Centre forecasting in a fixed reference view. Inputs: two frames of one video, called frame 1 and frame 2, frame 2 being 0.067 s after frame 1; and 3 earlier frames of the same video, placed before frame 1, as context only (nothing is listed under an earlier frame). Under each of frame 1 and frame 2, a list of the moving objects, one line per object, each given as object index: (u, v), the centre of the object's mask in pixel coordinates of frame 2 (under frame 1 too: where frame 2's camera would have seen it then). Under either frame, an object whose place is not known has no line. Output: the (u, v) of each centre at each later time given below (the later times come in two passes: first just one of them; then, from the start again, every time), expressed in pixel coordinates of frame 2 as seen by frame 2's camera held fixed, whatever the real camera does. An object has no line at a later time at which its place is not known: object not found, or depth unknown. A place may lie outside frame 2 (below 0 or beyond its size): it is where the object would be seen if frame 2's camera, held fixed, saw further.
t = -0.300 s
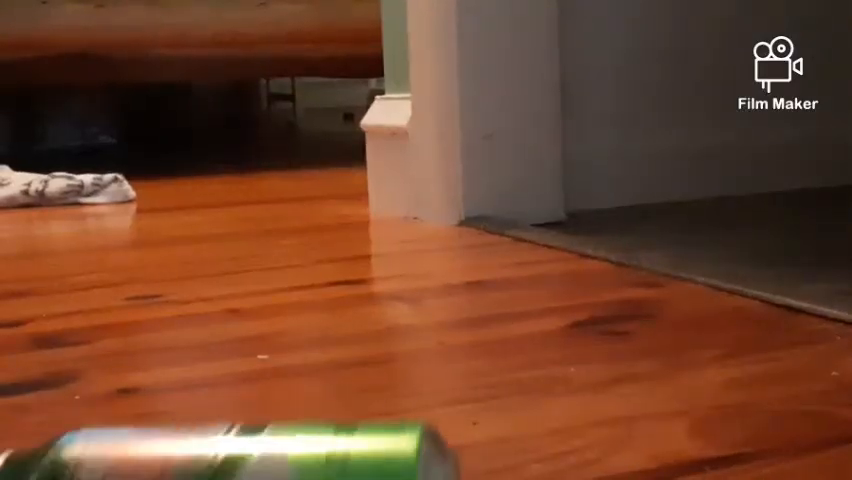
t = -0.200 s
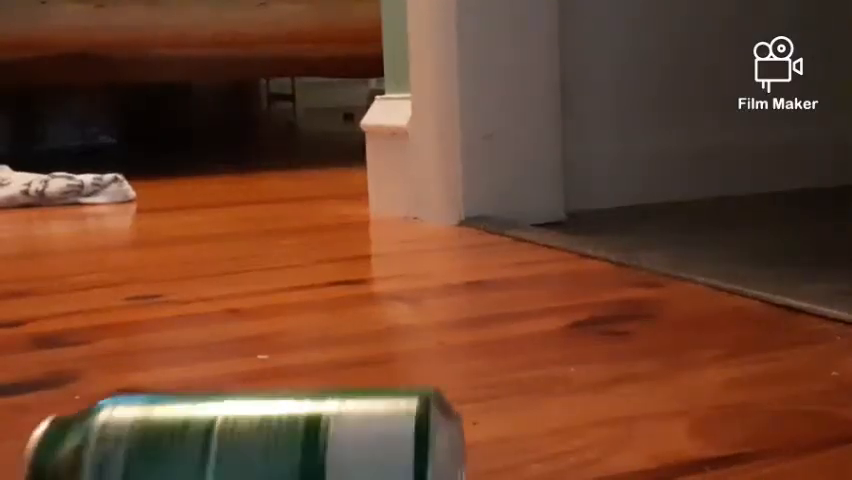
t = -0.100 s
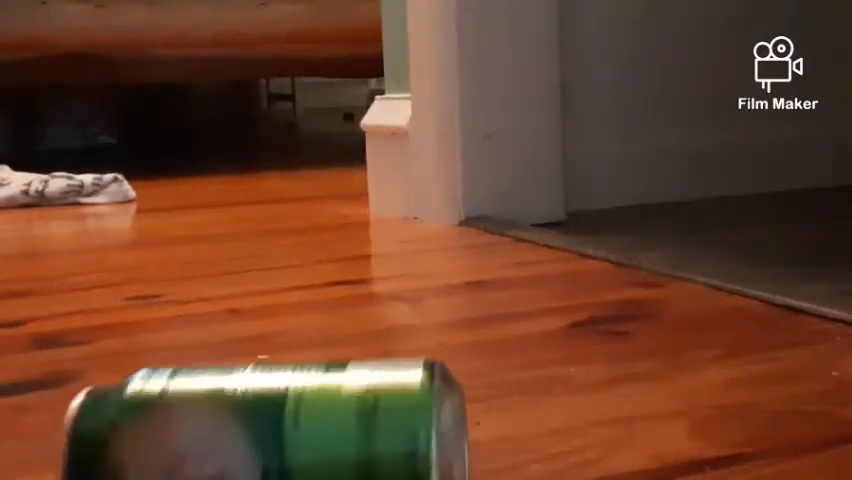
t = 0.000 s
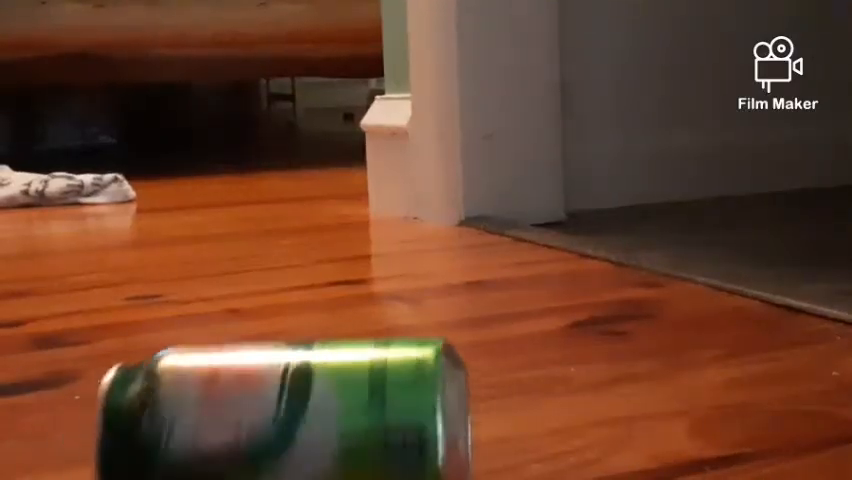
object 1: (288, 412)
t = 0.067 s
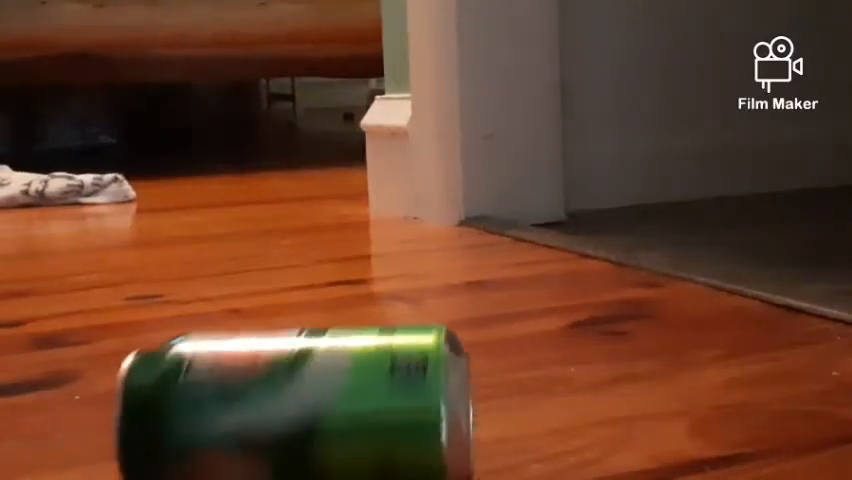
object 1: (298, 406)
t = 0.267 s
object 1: (319, 382)
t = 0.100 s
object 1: (302, 403)
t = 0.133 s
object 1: (307, 399)
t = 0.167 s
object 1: (315, 393)
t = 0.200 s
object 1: (320, 392)
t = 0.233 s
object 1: (321, 381)
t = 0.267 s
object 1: (319, 382)
